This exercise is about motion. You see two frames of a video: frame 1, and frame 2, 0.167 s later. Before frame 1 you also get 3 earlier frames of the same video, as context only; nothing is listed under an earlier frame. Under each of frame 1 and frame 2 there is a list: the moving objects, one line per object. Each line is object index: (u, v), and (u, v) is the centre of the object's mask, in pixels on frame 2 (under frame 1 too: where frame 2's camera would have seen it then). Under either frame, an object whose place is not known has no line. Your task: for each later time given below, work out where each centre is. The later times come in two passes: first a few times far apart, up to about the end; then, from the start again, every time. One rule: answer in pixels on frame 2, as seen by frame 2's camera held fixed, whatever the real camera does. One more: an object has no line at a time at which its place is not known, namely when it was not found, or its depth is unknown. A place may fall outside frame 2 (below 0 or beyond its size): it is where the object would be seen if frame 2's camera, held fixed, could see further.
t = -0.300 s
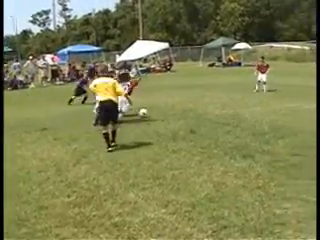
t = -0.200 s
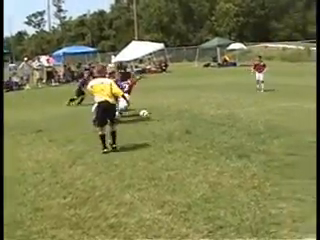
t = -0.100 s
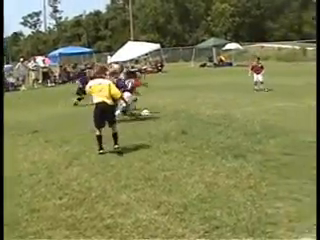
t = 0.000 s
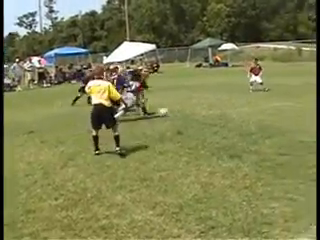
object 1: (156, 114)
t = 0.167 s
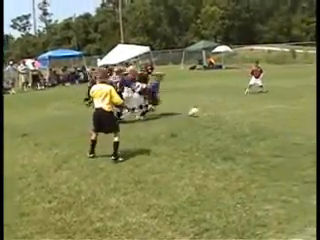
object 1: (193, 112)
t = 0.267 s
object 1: (212, 111)
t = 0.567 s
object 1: (249, 108)
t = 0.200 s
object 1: (200, 111)
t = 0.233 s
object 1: (206, 111)
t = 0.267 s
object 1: (212, 111)
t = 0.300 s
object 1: (217, 111)
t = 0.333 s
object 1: (222, 110)
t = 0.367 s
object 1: (226, 110)
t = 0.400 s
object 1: (231, 110)
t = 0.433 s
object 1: (235, 110)
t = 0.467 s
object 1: (239, 110)
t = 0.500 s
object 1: (241, 109)
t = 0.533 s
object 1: (245, 108)
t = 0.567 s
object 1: (249, 108)
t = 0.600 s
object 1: (252, 109)
